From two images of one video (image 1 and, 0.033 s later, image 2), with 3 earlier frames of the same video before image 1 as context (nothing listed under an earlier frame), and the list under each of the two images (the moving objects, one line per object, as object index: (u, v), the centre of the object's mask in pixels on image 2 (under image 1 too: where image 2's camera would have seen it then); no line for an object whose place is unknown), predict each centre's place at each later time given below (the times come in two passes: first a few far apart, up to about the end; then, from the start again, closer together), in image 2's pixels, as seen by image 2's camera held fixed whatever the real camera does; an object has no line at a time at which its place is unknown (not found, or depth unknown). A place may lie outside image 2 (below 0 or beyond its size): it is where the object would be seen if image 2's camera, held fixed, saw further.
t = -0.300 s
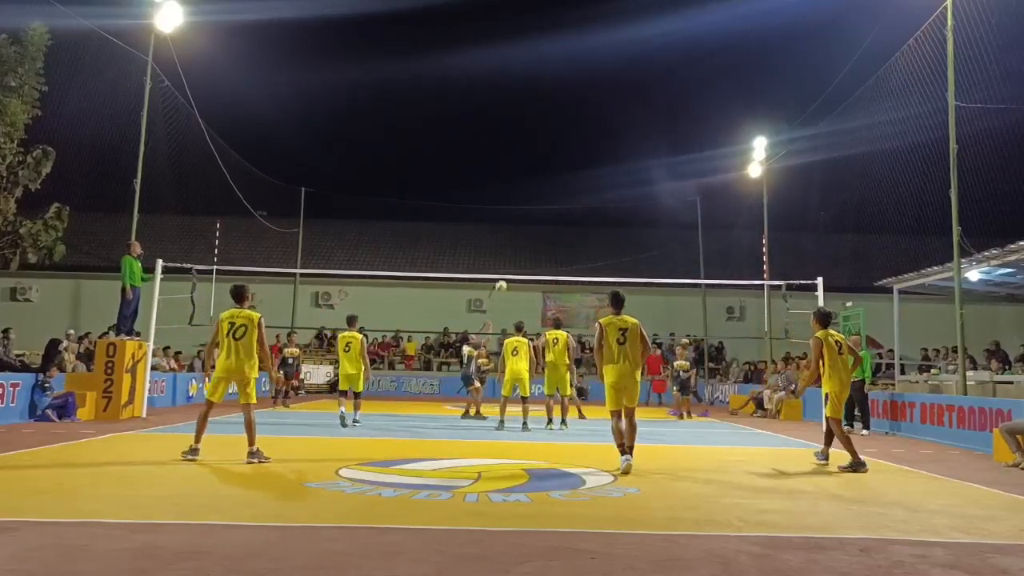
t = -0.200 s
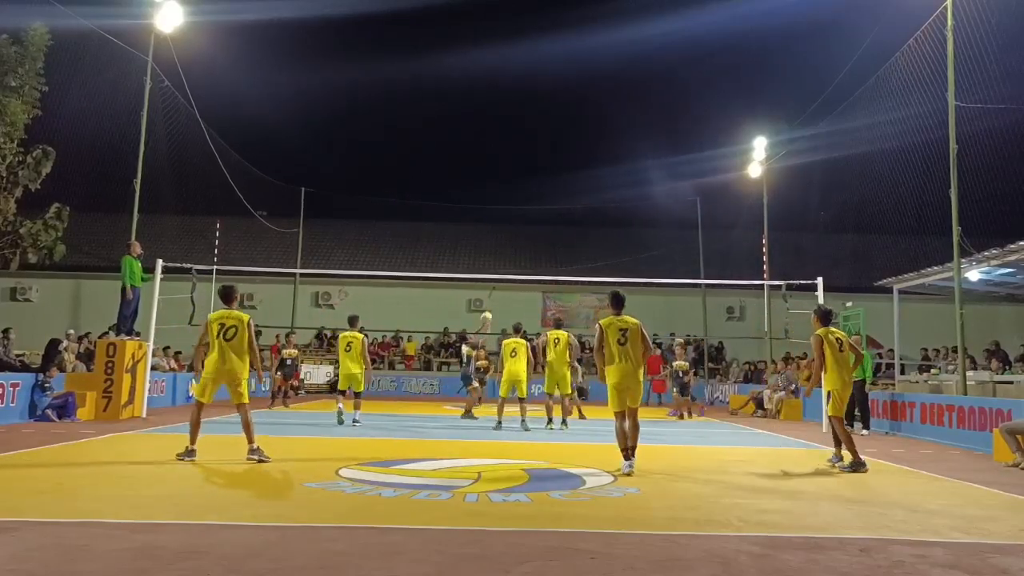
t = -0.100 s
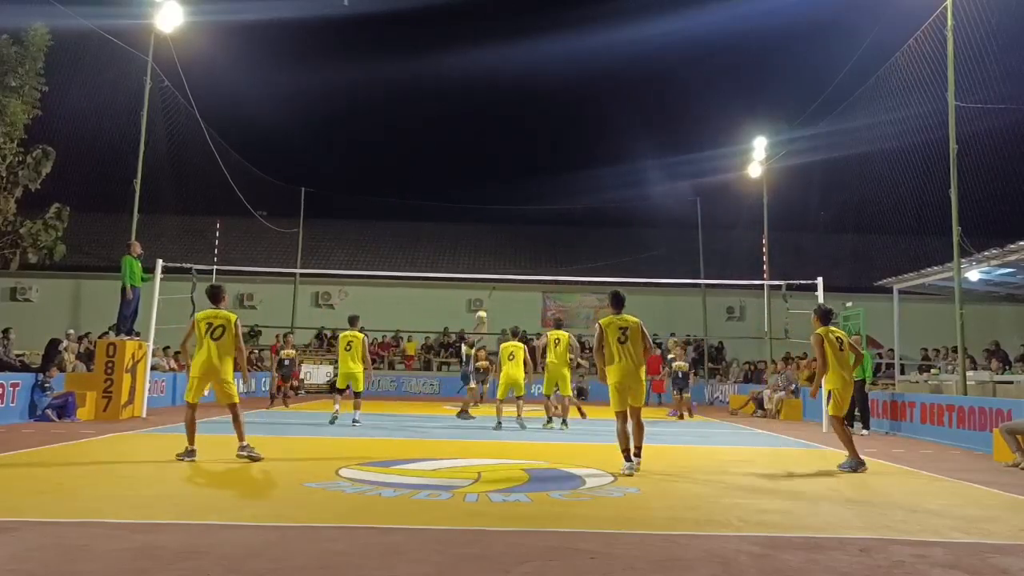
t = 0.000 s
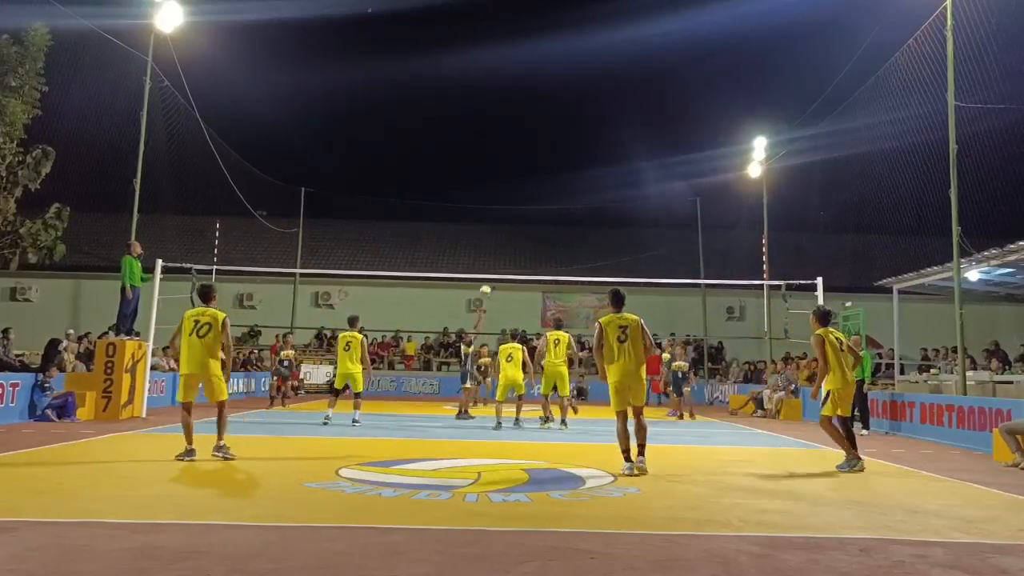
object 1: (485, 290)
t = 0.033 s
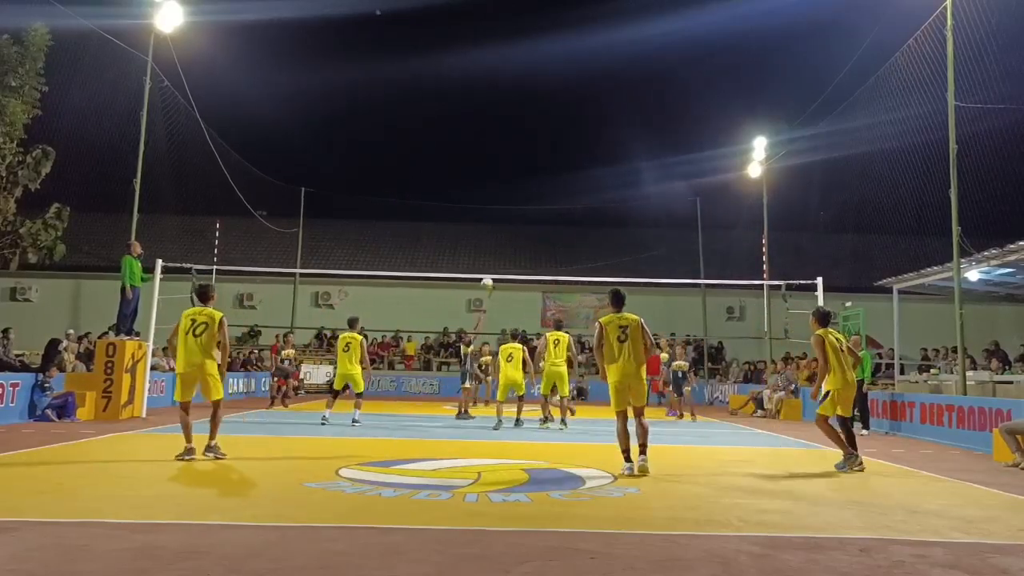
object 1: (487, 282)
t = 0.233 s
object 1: (495, 252)
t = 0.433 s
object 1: (502, 242)
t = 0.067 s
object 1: (488, 277)
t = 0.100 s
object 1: (489, 270)
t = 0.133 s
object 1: (491, 265)
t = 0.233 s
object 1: (495, 252)
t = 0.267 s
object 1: (496, 249)
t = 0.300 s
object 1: (497, 246)
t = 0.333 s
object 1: (498, 244)
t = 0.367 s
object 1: (500, 242)
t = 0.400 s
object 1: (501, 242)
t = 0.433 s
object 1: (502, 242)
